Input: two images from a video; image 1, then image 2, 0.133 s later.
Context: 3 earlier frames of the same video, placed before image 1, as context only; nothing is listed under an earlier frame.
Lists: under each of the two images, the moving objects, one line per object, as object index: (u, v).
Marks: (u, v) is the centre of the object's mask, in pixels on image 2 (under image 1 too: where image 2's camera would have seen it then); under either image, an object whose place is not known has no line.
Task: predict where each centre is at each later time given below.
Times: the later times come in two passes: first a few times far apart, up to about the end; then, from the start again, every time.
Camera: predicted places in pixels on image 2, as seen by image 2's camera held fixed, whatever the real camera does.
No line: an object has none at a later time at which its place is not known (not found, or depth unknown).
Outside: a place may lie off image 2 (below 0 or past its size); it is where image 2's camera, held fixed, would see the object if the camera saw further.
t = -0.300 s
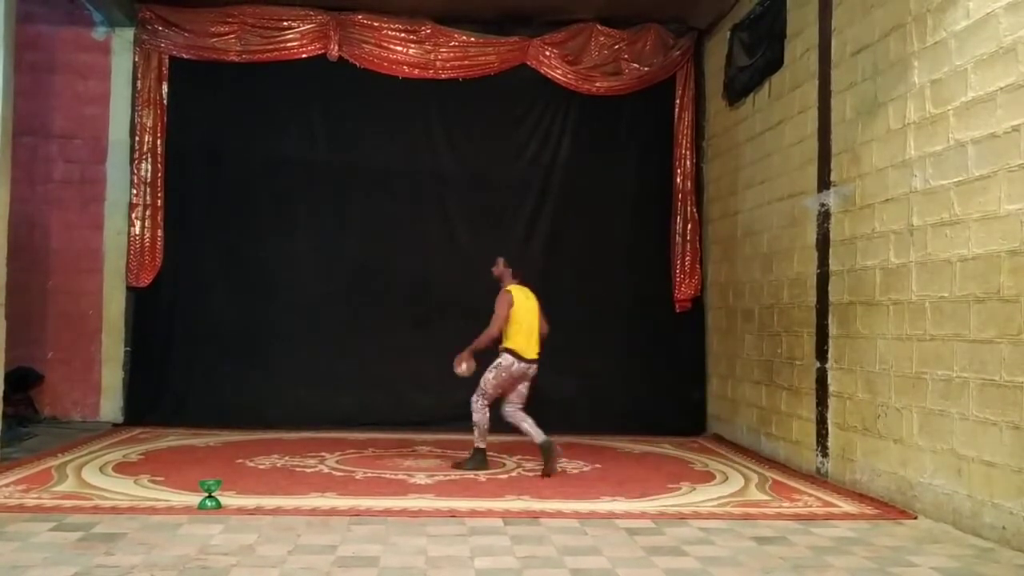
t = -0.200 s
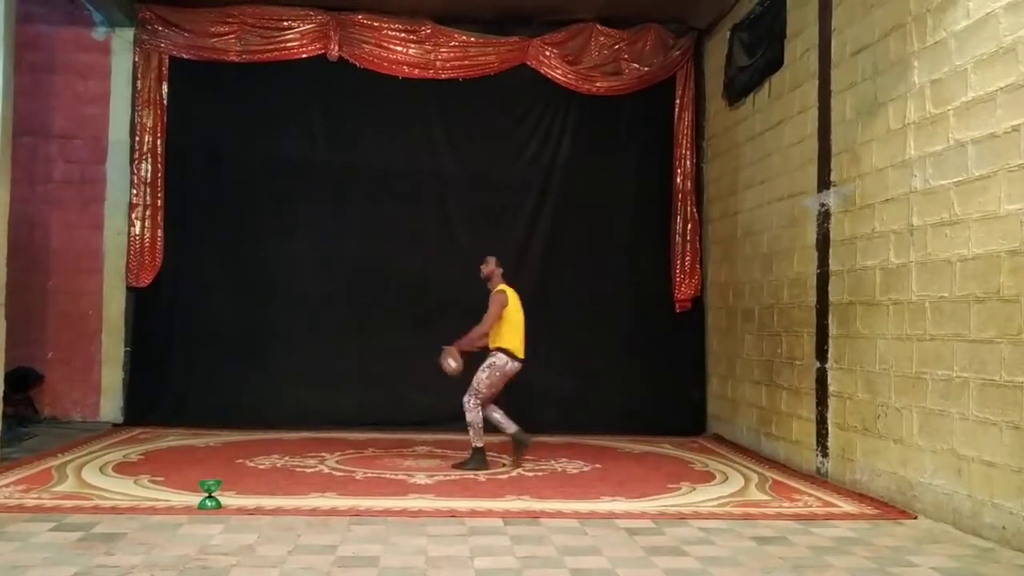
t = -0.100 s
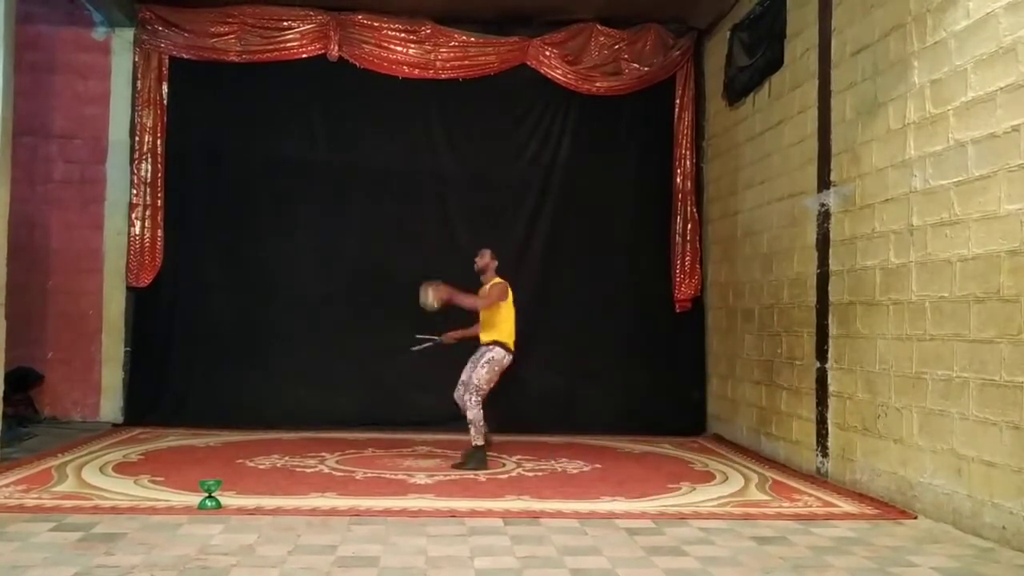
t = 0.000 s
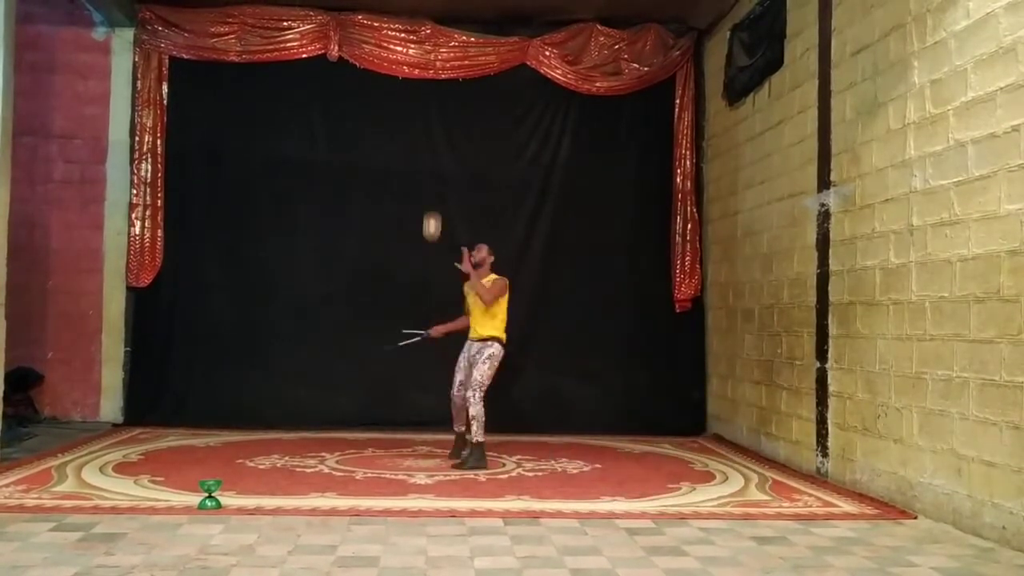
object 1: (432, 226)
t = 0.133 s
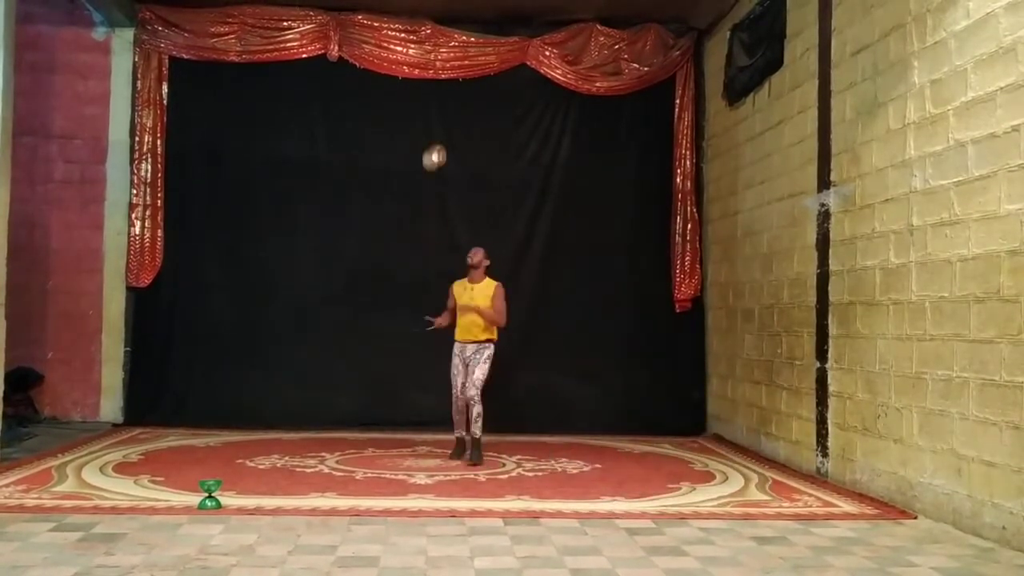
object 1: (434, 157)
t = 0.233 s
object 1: (435, 121)
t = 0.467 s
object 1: (437, 90)
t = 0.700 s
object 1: (437, 126)
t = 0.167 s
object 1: (435, 144)
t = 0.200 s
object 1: (435, 132)
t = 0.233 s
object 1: (435, 121)
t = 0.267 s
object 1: (436, 112)
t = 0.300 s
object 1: (436, 105)
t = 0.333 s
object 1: (436, 100)
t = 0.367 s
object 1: (436, 95)
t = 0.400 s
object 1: (436, 92)
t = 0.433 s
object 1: (437, 90)
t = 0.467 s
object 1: (437, 90)
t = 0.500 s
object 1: (437, 91)
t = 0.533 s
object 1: (437, 94)
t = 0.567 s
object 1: (437, 97)
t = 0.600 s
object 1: (437, 103)
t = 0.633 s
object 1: (437, 109)
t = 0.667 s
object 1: (437, 117)
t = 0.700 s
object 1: (437, 126)
